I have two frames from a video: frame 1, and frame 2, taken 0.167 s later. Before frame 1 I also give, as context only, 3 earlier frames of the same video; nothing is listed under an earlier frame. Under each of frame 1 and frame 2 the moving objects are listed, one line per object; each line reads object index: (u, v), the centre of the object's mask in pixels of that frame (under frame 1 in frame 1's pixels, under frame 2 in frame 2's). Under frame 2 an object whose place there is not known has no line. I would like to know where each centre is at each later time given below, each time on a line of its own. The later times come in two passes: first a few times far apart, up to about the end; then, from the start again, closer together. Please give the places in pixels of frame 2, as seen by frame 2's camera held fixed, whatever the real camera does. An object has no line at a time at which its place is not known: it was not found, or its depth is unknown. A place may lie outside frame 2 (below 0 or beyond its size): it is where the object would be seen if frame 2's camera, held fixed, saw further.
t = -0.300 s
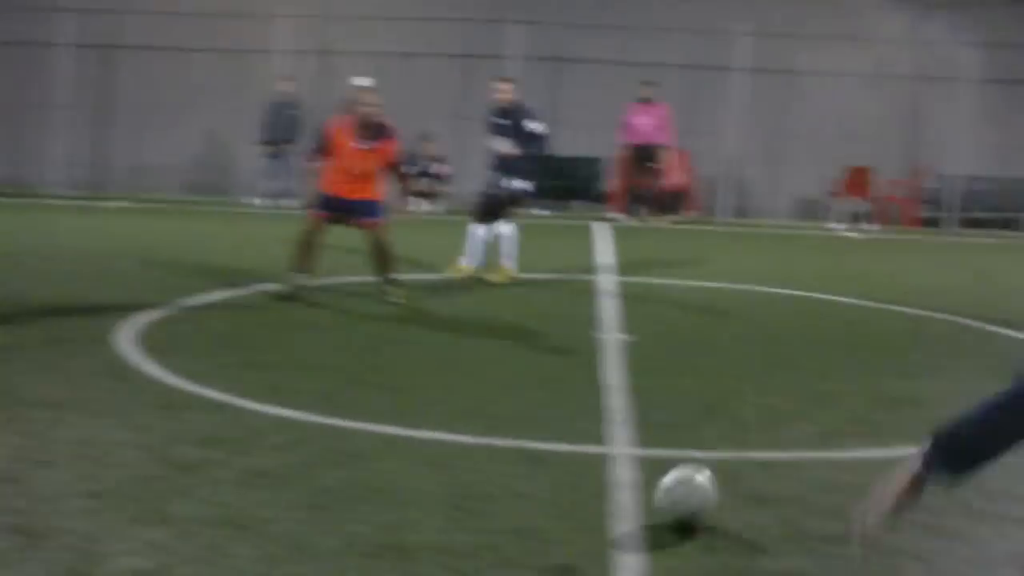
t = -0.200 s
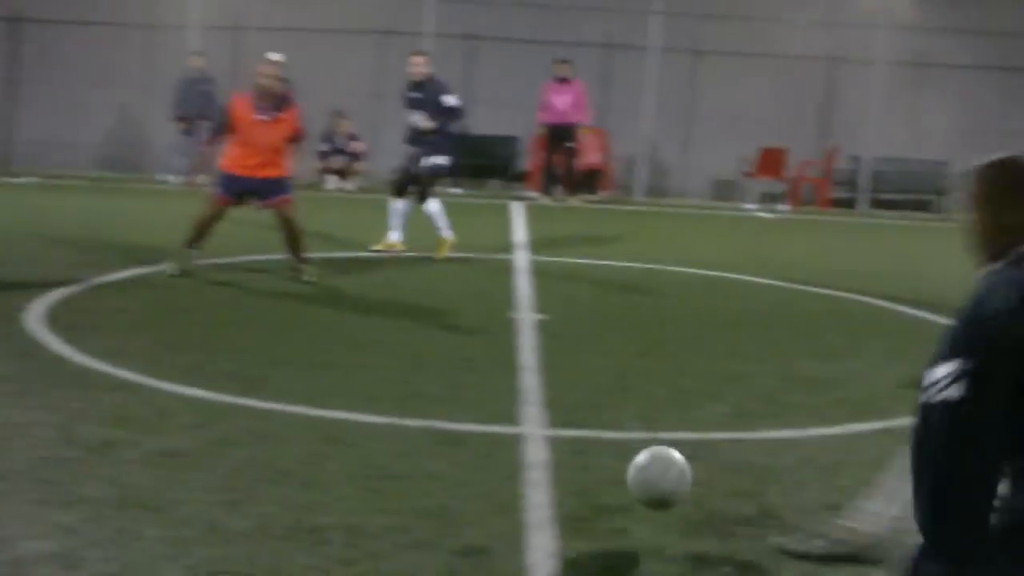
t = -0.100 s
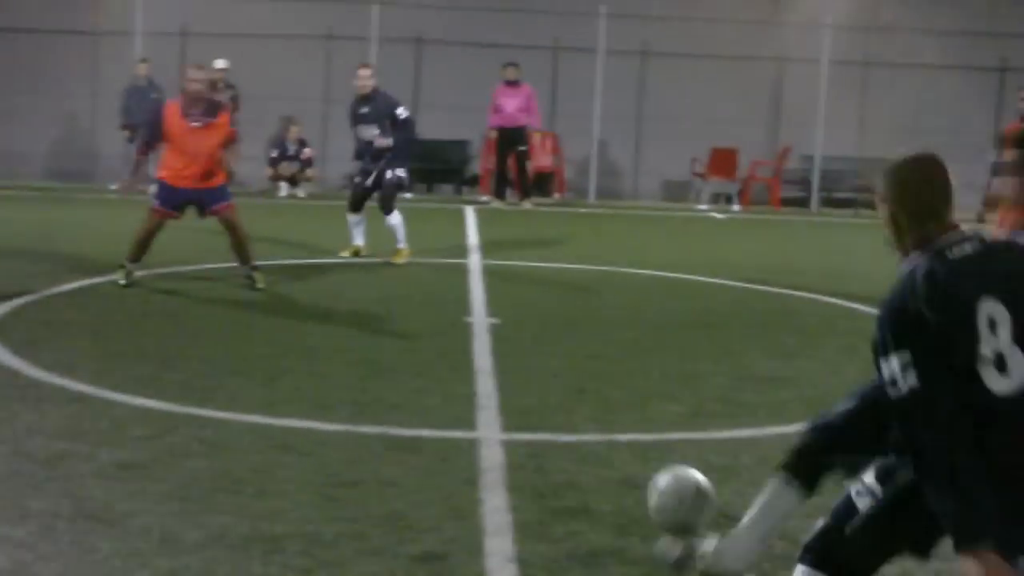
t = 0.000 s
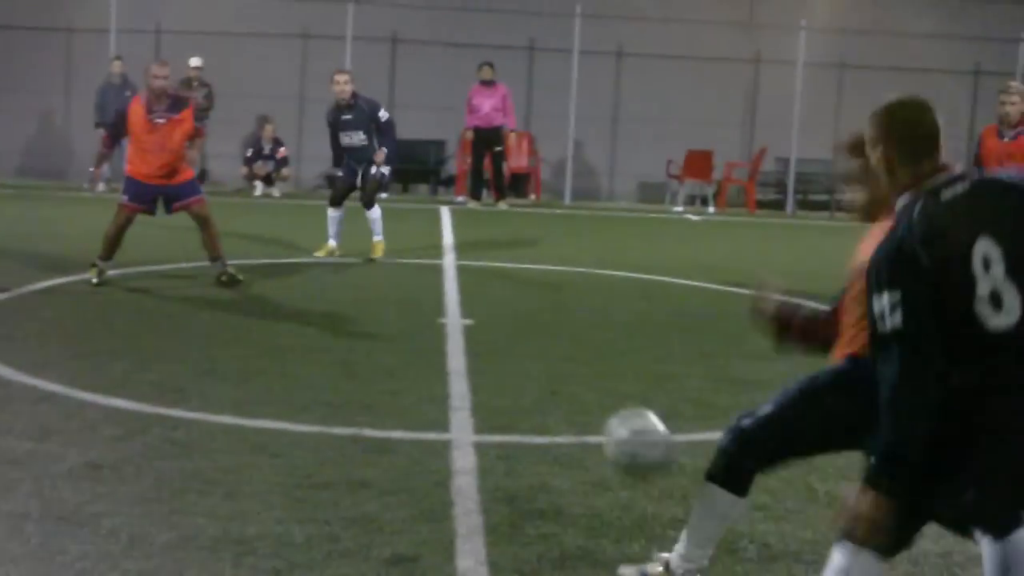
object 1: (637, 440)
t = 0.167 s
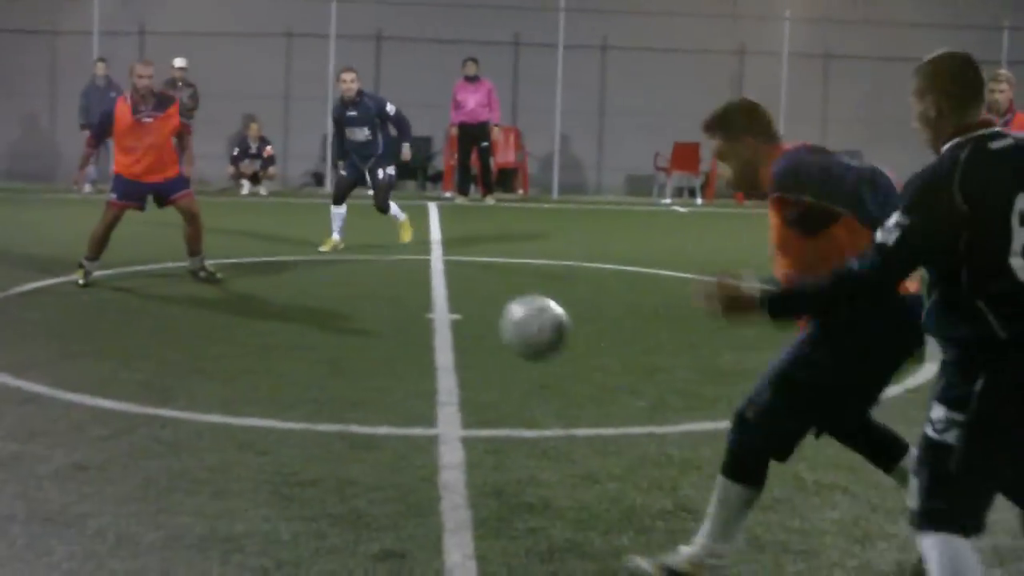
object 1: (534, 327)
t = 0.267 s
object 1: (485, 301)
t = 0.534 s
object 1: (346, 374)
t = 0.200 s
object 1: (516, 314)
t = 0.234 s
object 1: (501, 305)
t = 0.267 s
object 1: (485, 301)
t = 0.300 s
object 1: (467, 300)
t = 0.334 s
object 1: (449, 301)
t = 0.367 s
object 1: (430, 305)
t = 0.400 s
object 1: (410, 313)
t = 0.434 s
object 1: (397, 322)
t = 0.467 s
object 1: (381, 337)
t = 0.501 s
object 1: (364, 354)
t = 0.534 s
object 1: (346, 374)
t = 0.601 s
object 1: (318, 421)
